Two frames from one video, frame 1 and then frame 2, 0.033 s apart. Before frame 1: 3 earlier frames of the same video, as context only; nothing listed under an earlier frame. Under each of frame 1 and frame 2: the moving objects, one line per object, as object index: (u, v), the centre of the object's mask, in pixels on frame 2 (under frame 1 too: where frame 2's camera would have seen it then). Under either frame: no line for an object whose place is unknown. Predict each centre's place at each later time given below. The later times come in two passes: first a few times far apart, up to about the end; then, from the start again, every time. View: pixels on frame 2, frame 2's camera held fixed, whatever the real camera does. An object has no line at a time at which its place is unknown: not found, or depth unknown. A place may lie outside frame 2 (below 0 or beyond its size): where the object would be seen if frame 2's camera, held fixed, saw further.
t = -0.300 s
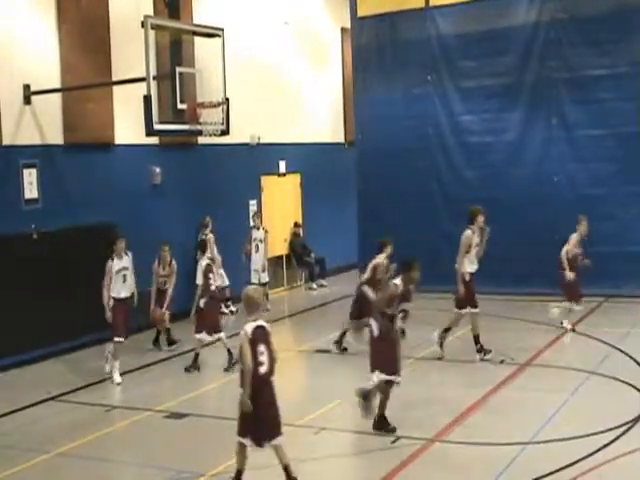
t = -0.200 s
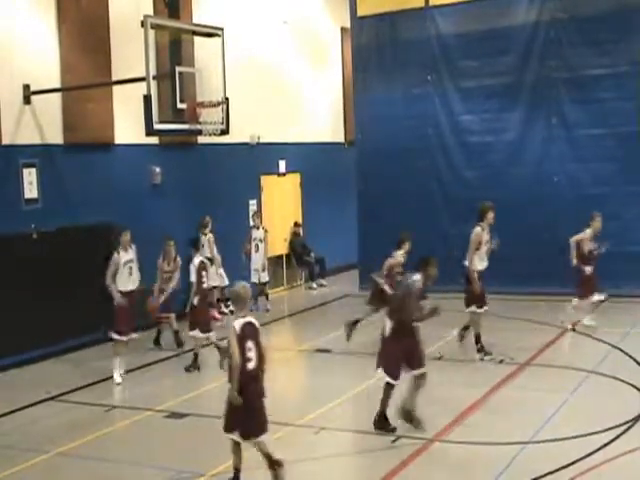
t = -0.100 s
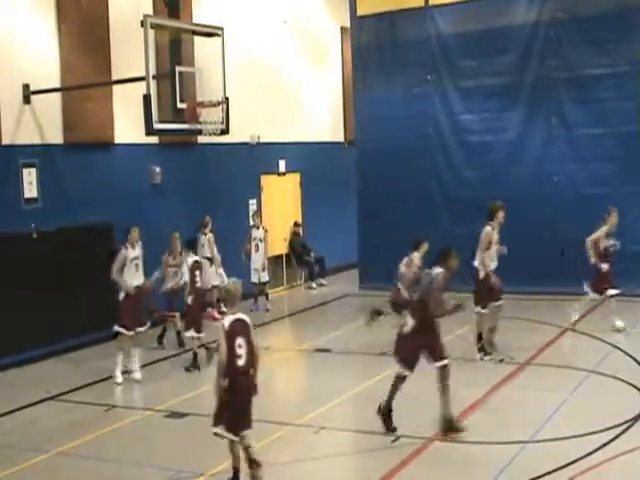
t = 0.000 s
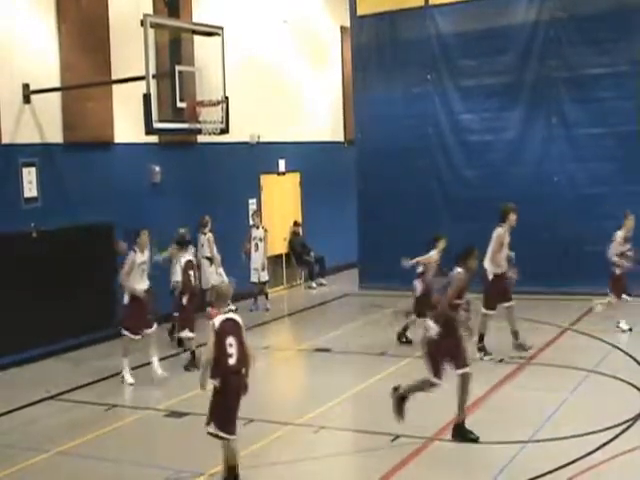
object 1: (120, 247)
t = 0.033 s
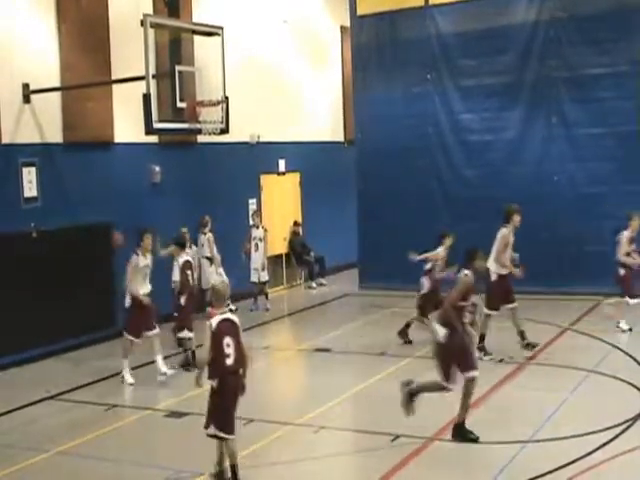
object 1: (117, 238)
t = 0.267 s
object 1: (82, 200)
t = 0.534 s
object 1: (37, 208)
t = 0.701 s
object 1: (9, 248)
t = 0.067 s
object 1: (113, 232)
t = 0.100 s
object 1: (108, 224)
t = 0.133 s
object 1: (101, 215)
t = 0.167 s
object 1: (97, 212)
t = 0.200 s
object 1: (91, 207)
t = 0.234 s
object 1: (89, 204)
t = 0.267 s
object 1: (82, 200)
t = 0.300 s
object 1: (77, 198)
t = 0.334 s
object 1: (72, 198)
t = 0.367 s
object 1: (67, 197)
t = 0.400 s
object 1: (60, 196)
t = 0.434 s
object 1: (53, 195)
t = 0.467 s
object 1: (49, 201)
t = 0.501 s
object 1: (42, 205)
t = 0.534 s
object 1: (37, 208)
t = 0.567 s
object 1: (31, 216)
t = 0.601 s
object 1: (25, 221)
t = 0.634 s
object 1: (24, 223)
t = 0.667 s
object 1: (12, 239)
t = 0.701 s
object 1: (9, 248)
